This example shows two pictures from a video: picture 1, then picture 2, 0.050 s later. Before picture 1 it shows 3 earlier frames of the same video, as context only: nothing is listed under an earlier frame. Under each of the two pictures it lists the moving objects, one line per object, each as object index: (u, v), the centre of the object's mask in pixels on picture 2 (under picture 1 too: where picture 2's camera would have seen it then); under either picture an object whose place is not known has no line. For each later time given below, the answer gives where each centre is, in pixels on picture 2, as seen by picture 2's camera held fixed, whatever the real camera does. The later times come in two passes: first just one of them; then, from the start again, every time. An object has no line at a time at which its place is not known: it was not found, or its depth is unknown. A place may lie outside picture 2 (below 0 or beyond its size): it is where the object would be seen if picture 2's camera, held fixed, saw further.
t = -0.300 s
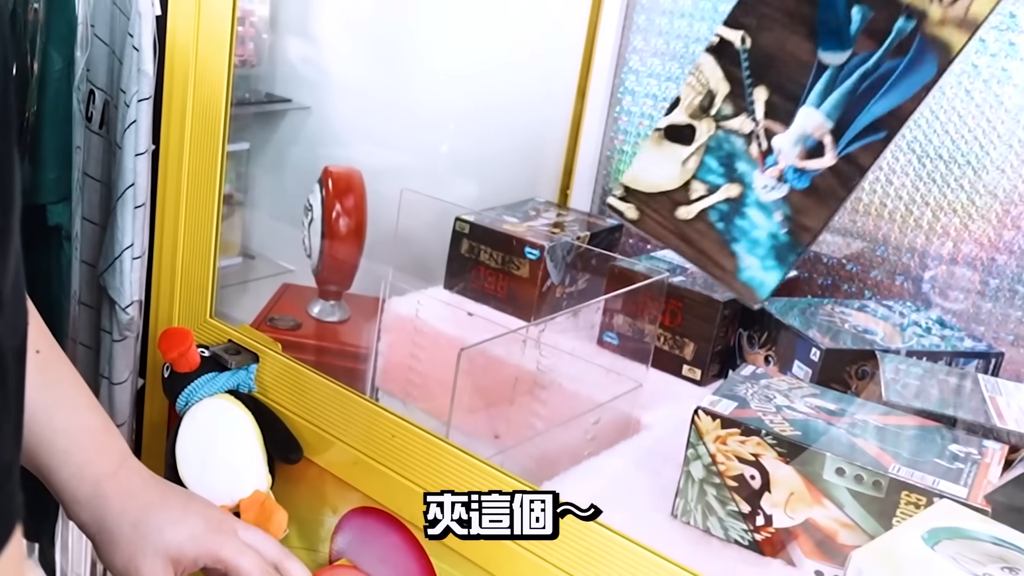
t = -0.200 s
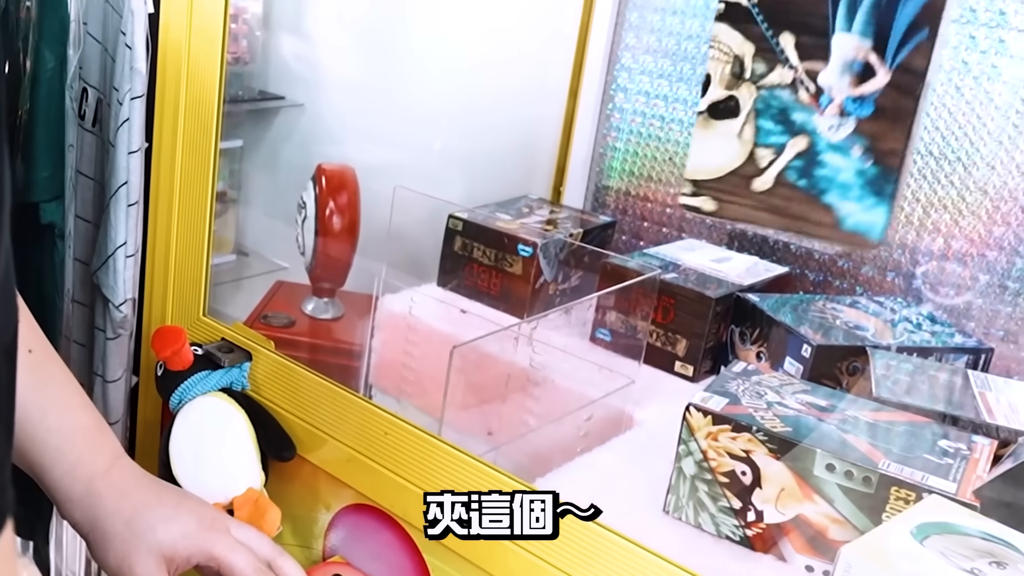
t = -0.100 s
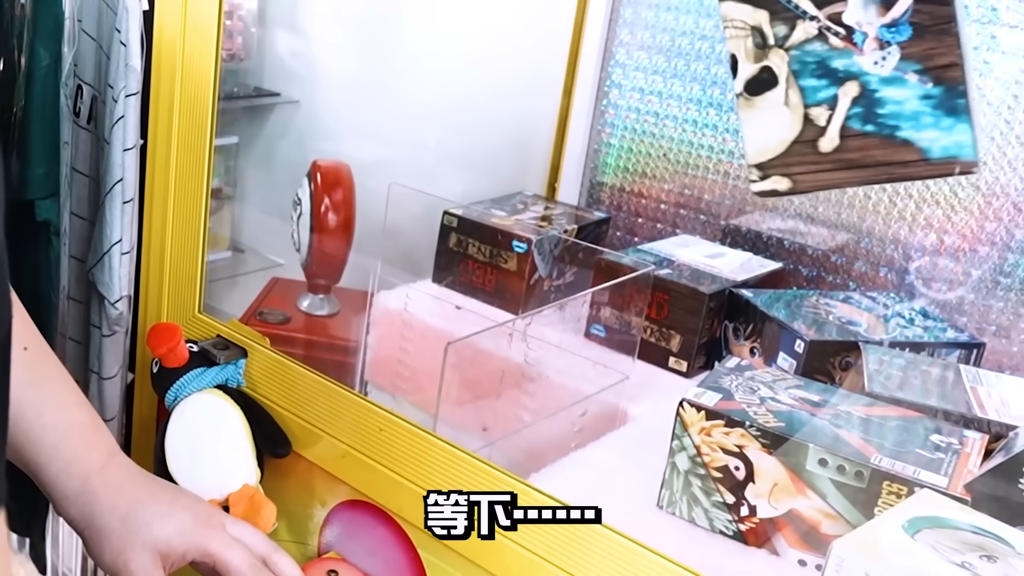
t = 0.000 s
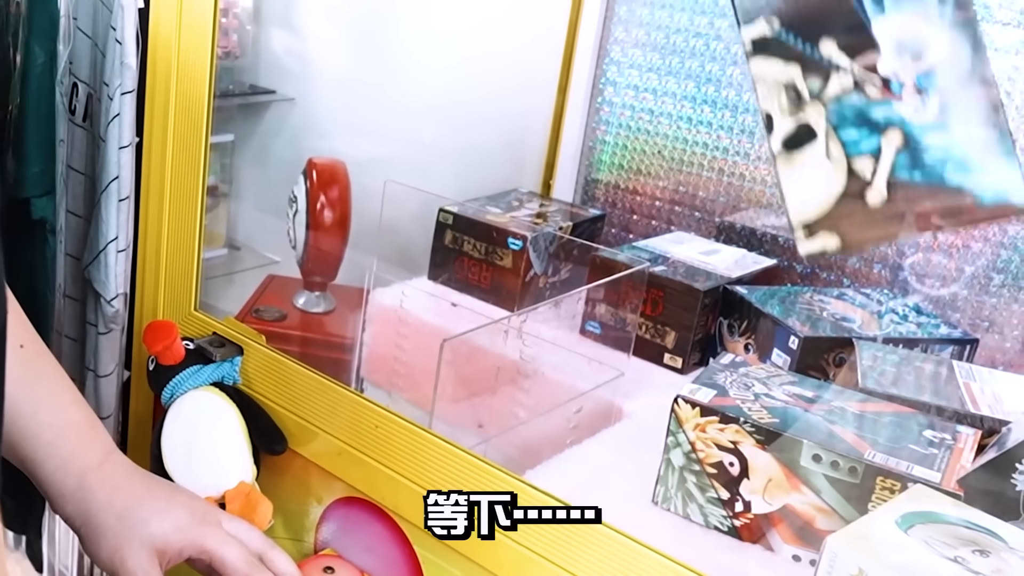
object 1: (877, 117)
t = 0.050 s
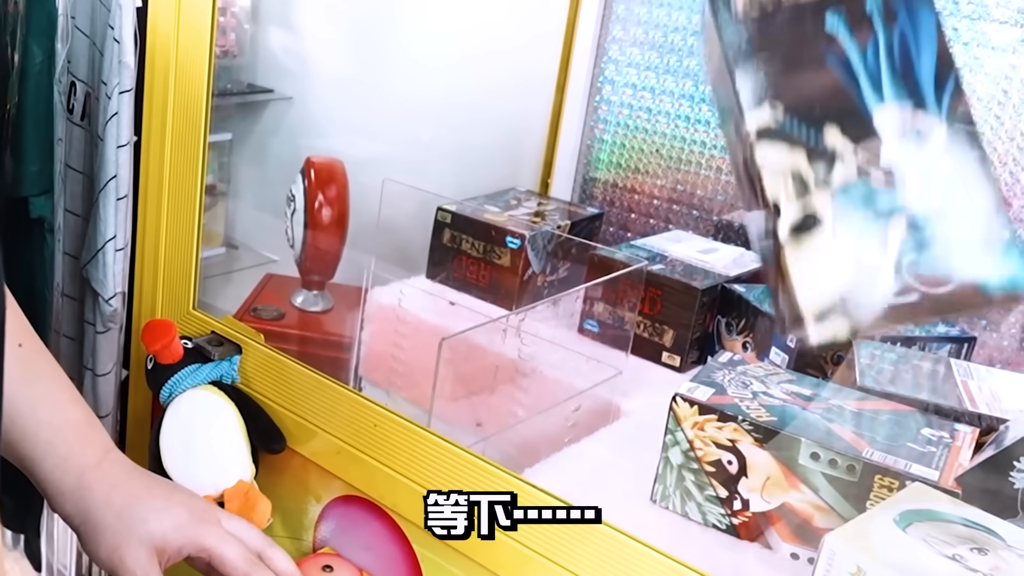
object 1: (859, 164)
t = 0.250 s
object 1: (647, 409)
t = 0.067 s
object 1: (850, 188)
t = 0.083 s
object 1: (845, 229)
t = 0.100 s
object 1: (838, 279)
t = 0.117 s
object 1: (833, 331)
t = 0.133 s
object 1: (817, 355)
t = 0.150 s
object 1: (786, 372)
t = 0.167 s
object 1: (748, 381)
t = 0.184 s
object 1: (719, 384)
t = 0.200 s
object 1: (697, 387)
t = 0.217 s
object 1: (681, 391)
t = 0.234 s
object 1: (664, 399)
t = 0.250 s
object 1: (647, 409)
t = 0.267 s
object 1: (631, 418)
